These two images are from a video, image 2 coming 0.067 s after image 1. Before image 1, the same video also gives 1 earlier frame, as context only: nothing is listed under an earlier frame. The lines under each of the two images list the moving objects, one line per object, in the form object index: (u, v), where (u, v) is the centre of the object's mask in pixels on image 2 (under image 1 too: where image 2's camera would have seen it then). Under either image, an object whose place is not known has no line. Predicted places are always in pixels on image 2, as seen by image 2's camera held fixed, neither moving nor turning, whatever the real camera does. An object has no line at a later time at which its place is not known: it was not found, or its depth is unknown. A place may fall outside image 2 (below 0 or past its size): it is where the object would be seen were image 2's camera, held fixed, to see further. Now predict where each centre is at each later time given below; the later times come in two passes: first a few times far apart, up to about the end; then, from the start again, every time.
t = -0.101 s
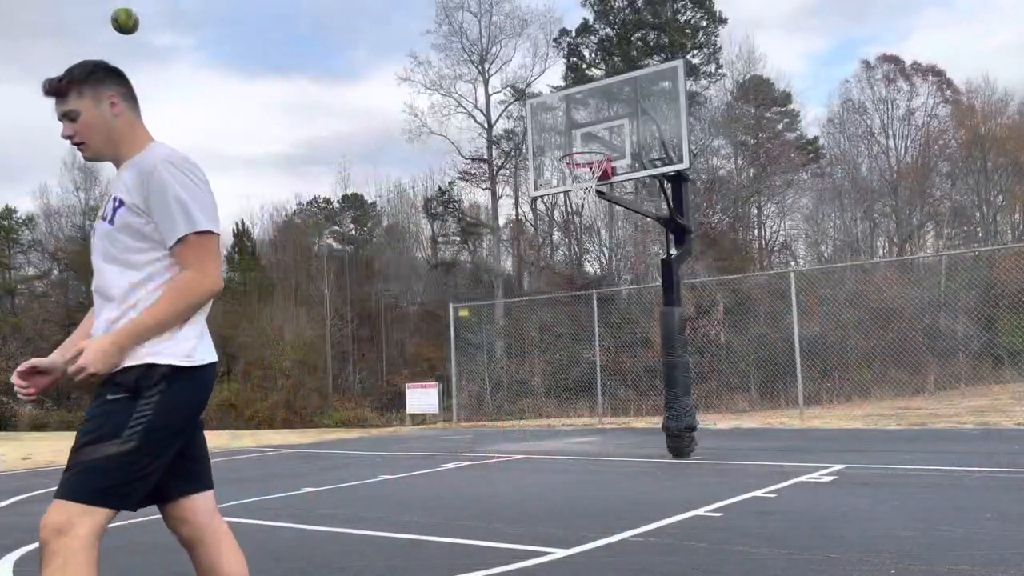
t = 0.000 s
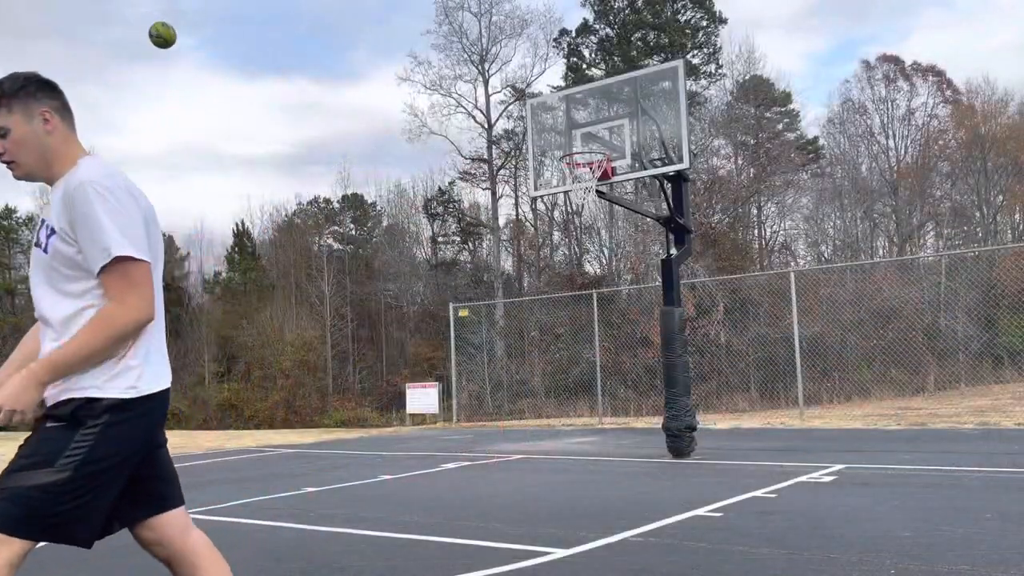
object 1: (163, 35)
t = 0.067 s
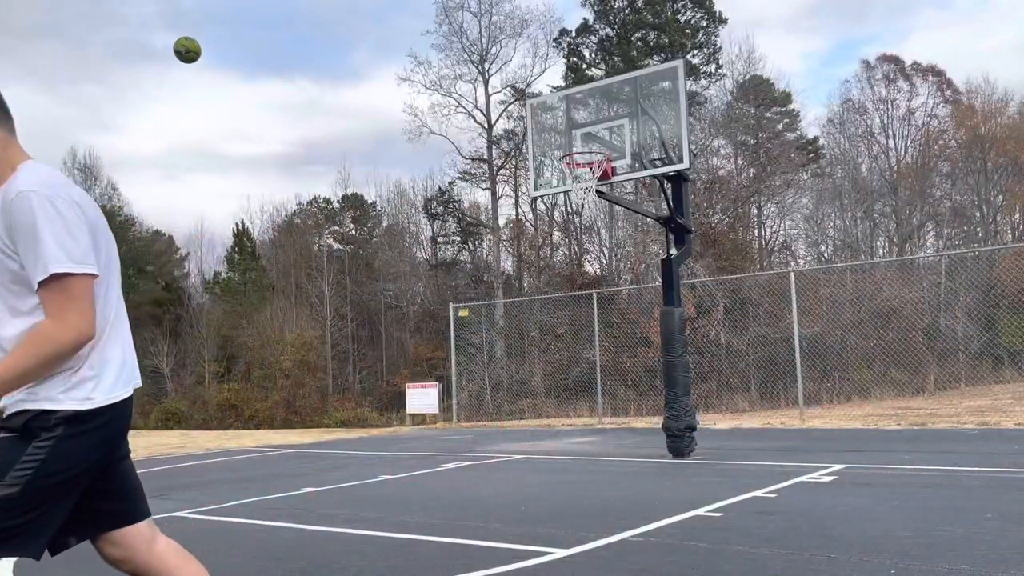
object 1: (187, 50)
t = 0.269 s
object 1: (260, 121)
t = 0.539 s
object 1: (358, 280)
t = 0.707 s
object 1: (420, 419)
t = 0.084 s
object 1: (193, 54)
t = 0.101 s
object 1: (199, 59)
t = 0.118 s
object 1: (206, 64)
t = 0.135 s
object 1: (211, 69)
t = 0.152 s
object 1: (218, 74)
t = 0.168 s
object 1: (224, 80)
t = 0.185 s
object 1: (230, 86)
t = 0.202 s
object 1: (236, 93)
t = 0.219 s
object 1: (242, 99)
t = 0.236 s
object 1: (248, 106)
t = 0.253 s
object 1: (254, 113)
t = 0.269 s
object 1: (260, 121)
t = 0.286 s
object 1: (267, 128)
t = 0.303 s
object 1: (273, 137)
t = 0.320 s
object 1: (279, 145)
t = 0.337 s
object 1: (285, 154)
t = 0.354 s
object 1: (291, 163)
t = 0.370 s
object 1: (297, 172)
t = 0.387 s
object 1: (303, 181)
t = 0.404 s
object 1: (309, 191)
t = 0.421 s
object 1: (315, 201)
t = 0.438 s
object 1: (320, 211)
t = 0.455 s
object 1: (328, 222)
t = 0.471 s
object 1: (333, 233)
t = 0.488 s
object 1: (340, 244)
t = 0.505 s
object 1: (345, 255)
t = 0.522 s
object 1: (352, 267)
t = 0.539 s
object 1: (358, 280)
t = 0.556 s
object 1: (364, 292)
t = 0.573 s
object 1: (371, 305)
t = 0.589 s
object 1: (377, 318)
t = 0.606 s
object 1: (383, 331)
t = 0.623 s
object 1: (389, 344)
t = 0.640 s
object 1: (395, 359)
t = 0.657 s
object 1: (401, 373)
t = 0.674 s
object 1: (408, 388)
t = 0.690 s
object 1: (414, 404)
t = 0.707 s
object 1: (420, 419)
